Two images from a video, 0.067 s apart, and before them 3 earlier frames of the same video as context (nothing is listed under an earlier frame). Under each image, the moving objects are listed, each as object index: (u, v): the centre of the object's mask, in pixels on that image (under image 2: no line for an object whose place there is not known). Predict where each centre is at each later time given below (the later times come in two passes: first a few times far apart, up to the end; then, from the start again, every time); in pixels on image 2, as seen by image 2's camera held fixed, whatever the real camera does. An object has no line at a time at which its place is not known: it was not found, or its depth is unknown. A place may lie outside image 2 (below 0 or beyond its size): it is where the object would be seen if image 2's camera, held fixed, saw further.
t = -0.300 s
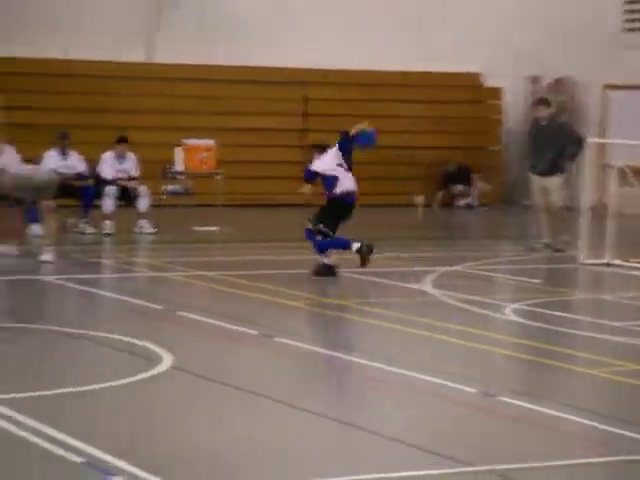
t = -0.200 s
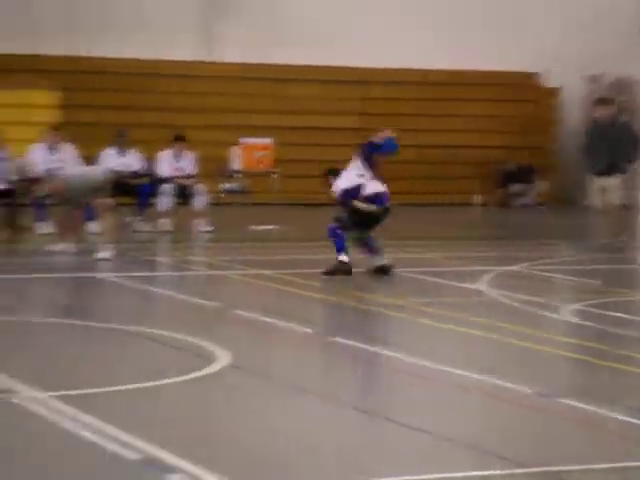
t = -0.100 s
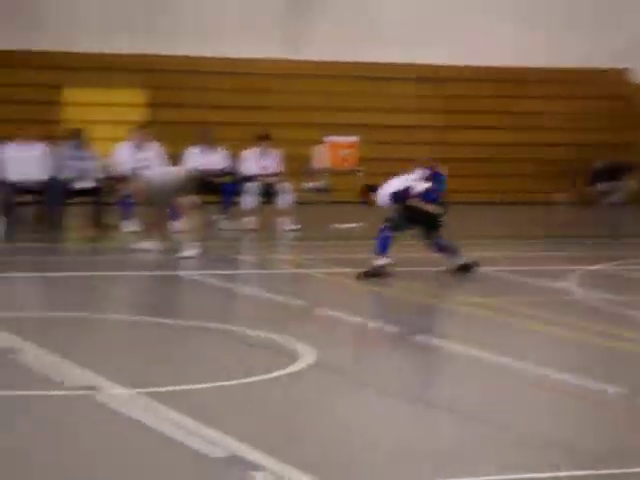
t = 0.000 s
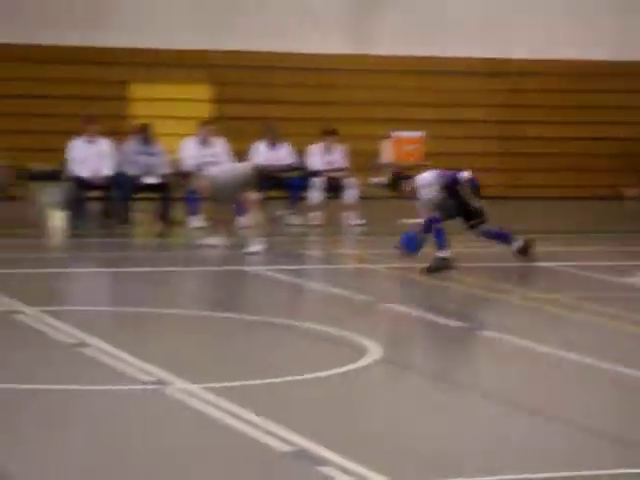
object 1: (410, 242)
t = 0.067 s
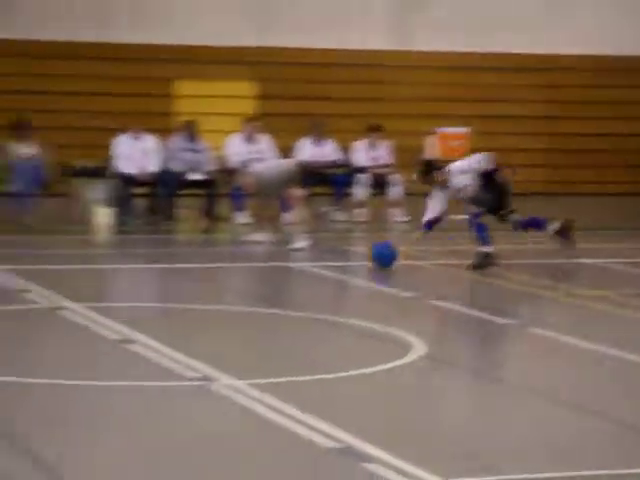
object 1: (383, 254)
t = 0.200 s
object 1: (241, 264)
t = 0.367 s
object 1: (59, 279)
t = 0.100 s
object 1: (350, 255)
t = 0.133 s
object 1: (316, 255)
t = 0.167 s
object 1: (278, 259)
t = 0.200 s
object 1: (241, 264)
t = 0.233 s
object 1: (204, 268)
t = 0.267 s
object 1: (168, 268)
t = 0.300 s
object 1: (133, 270)
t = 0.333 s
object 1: (95, 273)
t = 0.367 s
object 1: (59, 279)
